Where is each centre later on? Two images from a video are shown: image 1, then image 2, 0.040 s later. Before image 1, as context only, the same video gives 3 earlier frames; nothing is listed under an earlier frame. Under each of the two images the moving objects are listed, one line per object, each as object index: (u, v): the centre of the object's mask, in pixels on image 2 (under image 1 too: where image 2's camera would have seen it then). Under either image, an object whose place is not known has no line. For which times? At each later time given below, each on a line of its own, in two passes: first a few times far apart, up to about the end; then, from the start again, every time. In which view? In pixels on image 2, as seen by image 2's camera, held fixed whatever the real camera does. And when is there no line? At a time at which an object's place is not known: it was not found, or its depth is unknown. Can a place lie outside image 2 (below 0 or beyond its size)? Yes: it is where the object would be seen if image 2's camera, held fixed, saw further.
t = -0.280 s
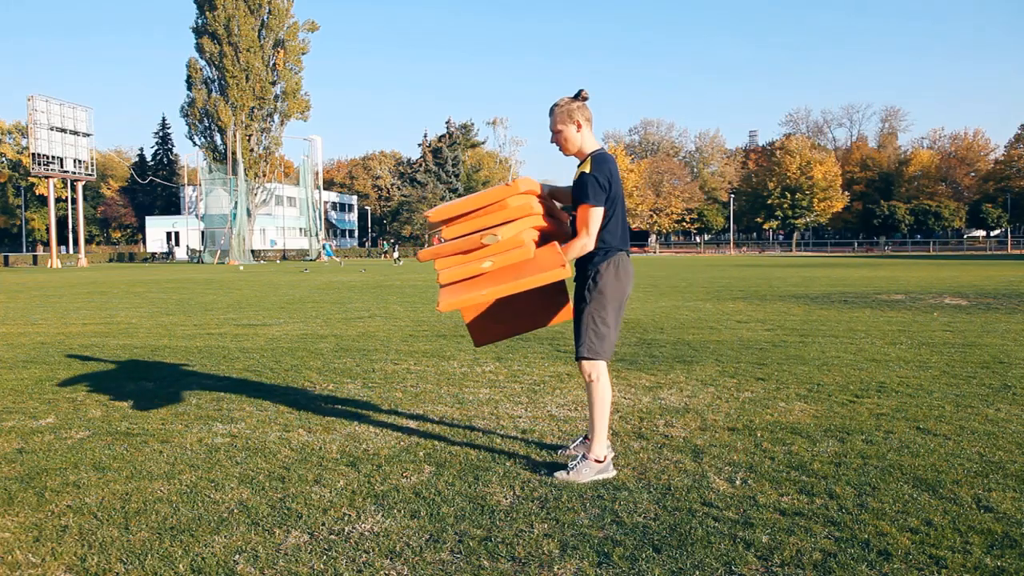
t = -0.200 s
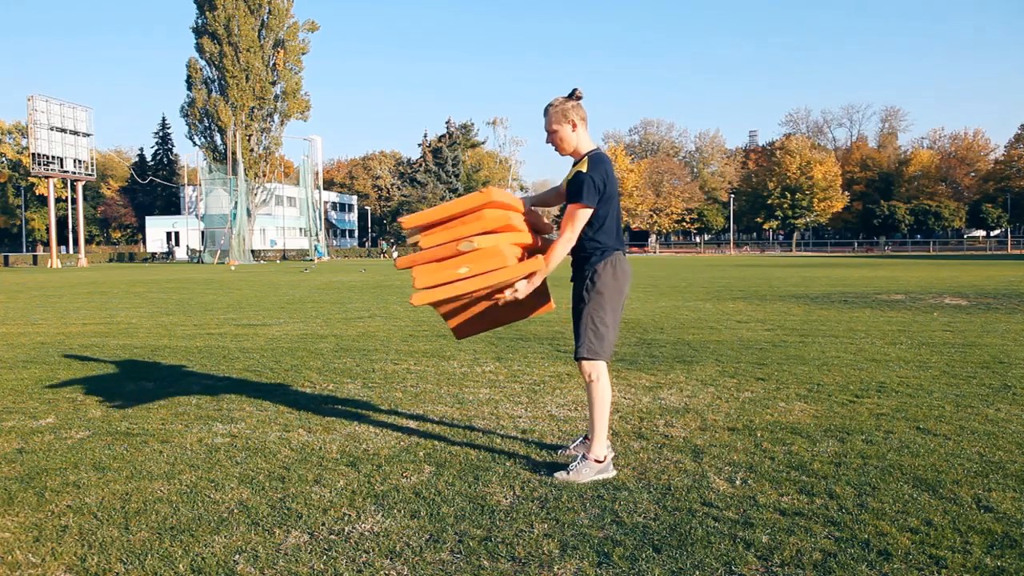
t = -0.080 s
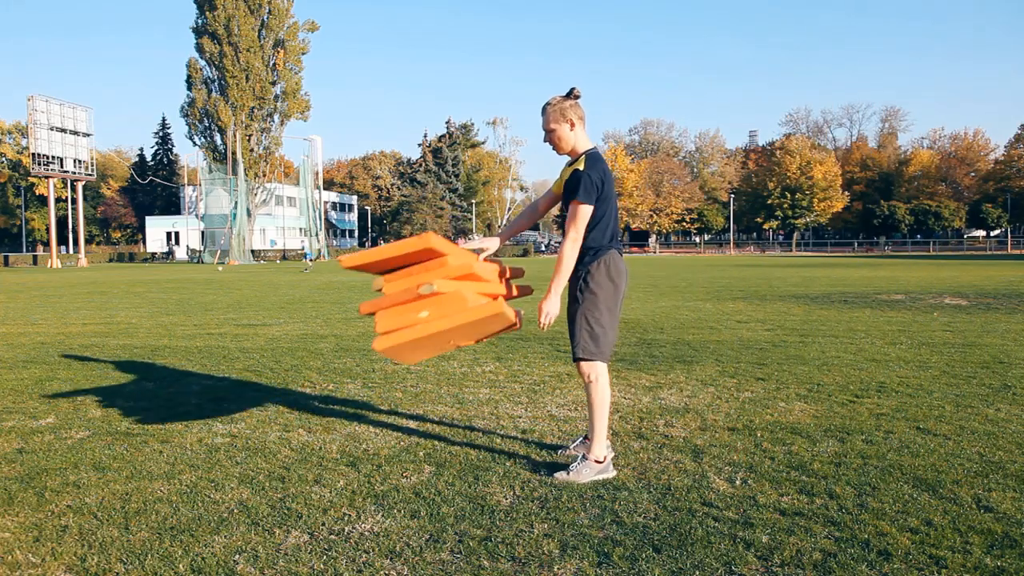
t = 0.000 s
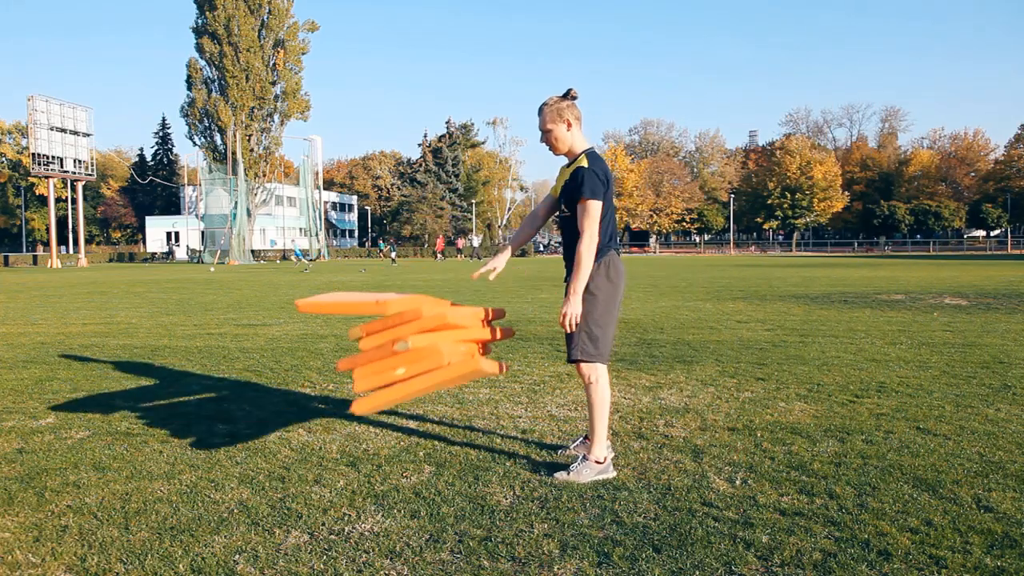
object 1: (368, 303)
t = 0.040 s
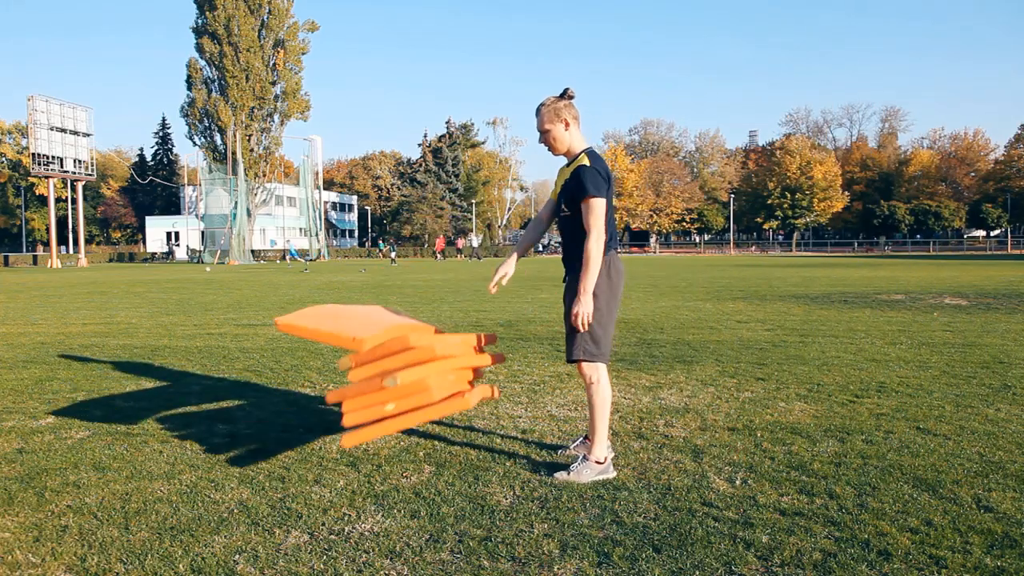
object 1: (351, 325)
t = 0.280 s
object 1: (267, 438)
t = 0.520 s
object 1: (222, 449)
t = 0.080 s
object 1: (337, 346)
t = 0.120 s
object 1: (322, 365)
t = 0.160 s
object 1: (307, 383)
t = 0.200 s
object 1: (291, 400)
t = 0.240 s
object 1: (277, 421)
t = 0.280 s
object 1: (267, 438)
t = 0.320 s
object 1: (254, 441)
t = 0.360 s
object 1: (246, 443)
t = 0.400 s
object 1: (236, 445)
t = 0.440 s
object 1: (226, 448)
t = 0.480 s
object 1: (222, 448)
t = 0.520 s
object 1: (222, 449)
